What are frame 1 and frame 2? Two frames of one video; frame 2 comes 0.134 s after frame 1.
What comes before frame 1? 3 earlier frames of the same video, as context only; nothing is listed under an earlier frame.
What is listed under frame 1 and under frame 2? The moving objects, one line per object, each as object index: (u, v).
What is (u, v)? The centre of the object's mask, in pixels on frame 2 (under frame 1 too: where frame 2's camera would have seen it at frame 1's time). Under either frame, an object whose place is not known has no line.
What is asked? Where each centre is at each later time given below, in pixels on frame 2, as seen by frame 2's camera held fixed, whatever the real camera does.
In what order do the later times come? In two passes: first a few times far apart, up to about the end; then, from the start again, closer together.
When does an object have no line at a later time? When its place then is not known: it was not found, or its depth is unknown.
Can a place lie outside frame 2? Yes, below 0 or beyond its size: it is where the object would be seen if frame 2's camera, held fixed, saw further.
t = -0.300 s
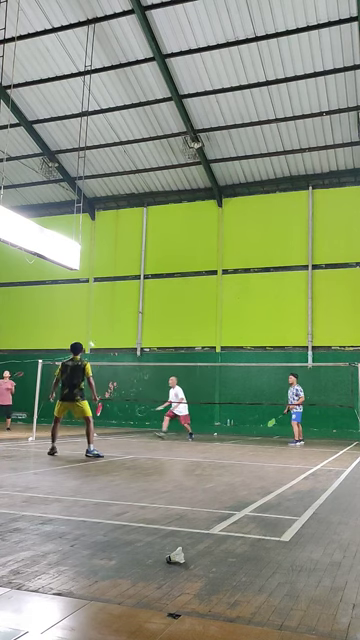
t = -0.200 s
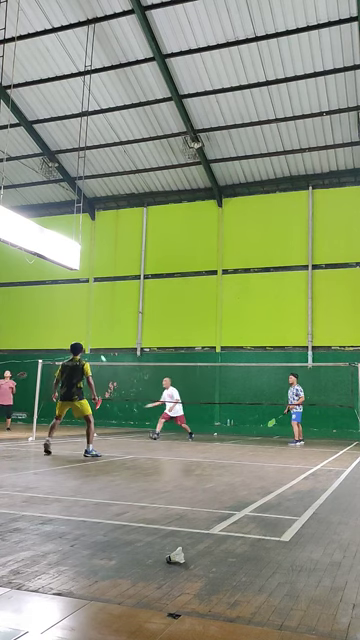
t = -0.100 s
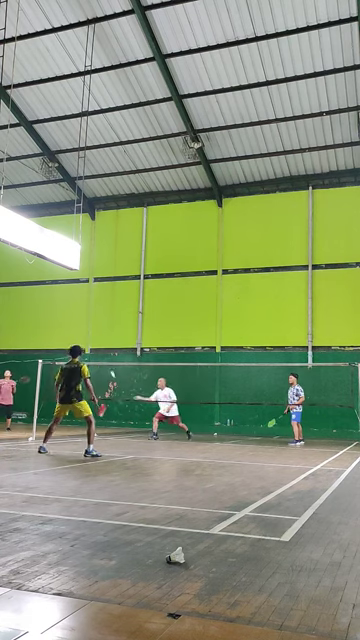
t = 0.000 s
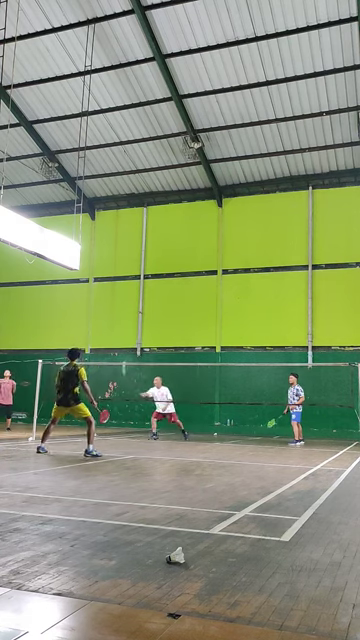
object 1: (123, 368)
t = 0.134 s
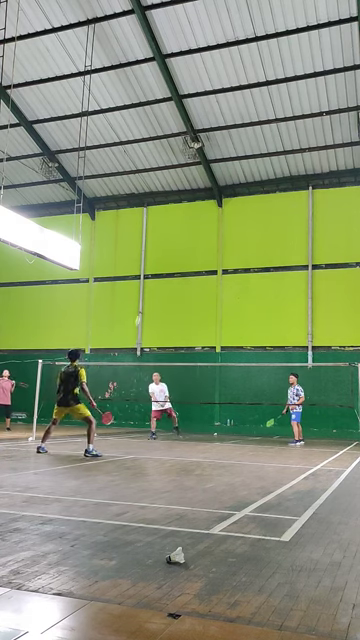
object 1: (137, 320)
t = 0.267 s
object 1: (149, 288)
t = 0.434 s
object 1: (161, 263)
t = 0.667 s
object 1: (173, 262)
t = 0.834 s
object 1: (180, 289)
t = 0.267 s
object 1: (149, 288)
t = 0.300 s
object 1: (151, 281)
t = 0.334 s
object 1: (154, 275)
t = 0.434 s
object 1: (161, 263)
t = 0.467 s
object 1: (163, 261)
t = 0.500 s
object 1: (165, 259)
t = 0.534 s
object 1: (166, 258)
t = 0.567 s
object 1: (169, 257)
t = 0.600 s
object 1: (170, 258)
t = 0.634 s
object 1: (172, 260)
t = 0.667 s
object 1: (173, 262)
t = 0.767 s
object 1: (178, 275)
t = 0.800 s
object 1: (179, 281)
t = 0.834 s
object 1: (180, 289)
